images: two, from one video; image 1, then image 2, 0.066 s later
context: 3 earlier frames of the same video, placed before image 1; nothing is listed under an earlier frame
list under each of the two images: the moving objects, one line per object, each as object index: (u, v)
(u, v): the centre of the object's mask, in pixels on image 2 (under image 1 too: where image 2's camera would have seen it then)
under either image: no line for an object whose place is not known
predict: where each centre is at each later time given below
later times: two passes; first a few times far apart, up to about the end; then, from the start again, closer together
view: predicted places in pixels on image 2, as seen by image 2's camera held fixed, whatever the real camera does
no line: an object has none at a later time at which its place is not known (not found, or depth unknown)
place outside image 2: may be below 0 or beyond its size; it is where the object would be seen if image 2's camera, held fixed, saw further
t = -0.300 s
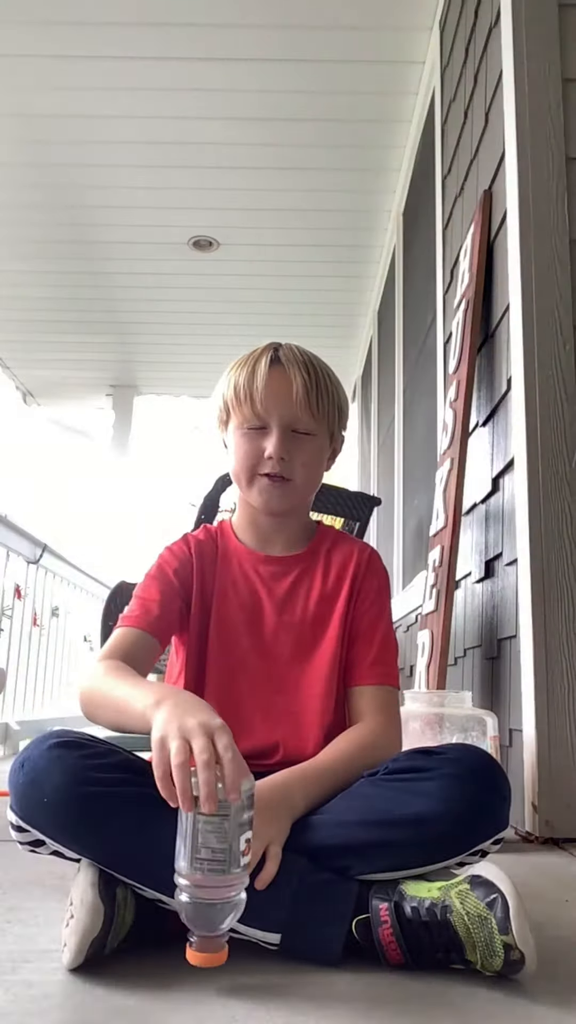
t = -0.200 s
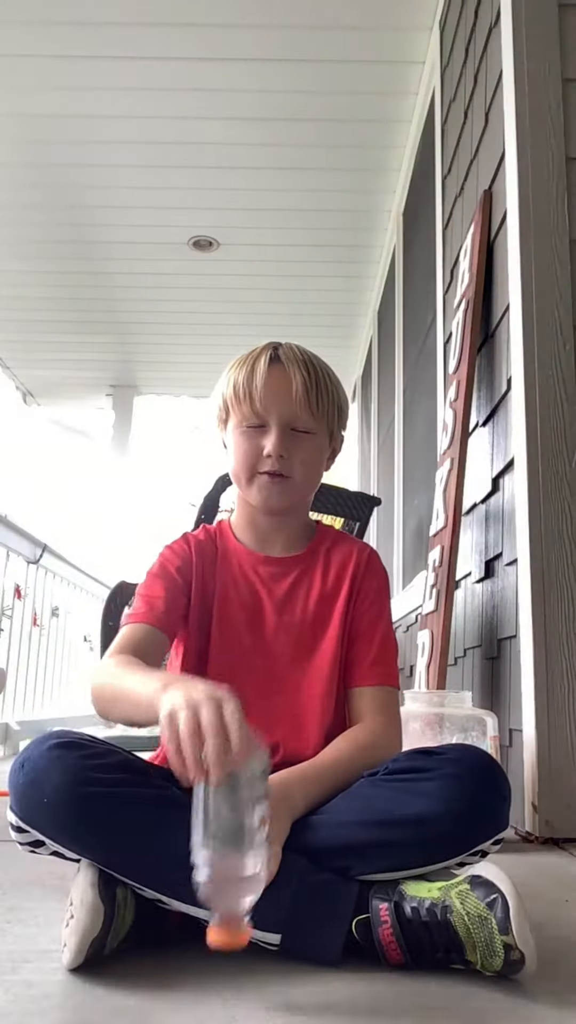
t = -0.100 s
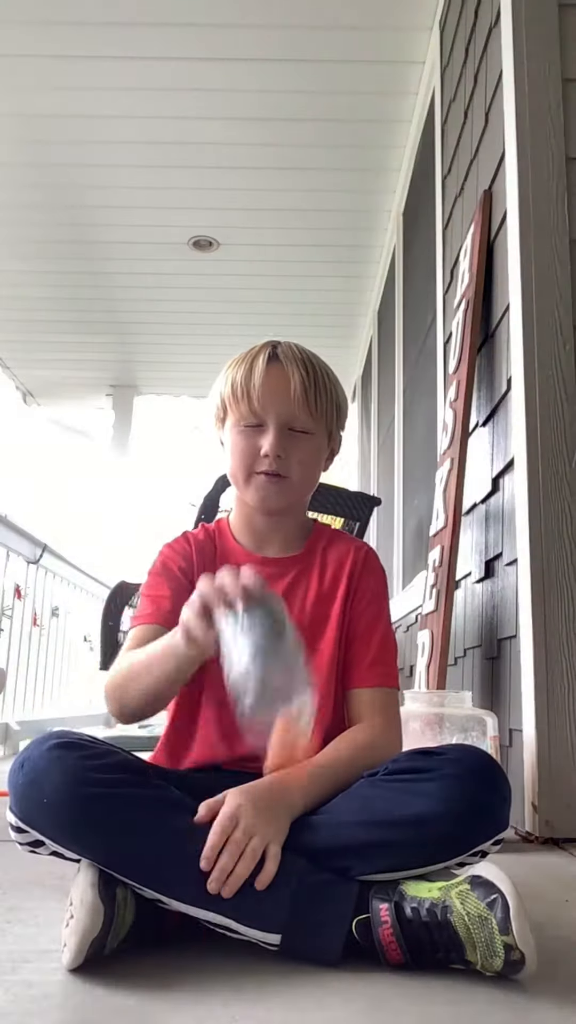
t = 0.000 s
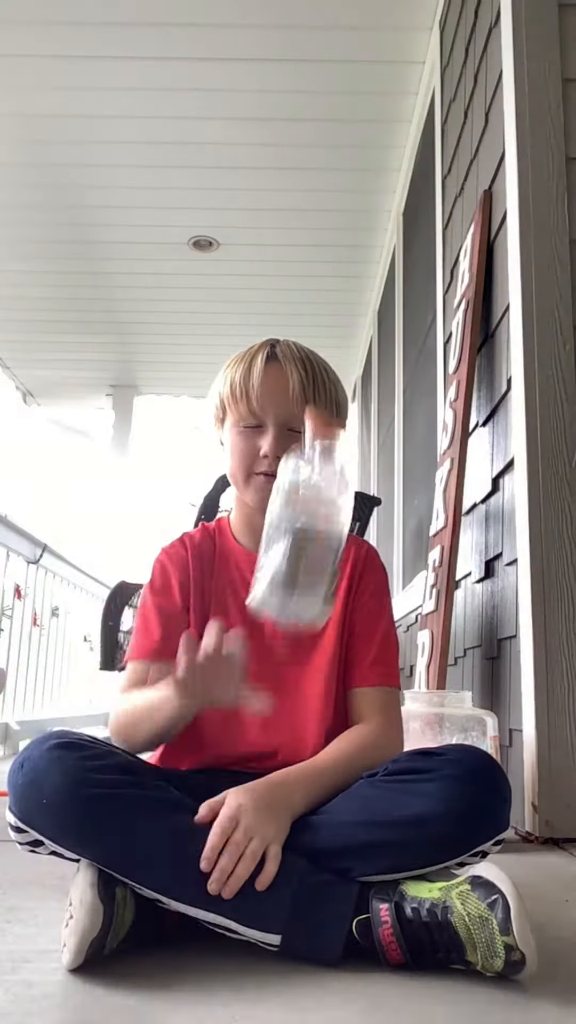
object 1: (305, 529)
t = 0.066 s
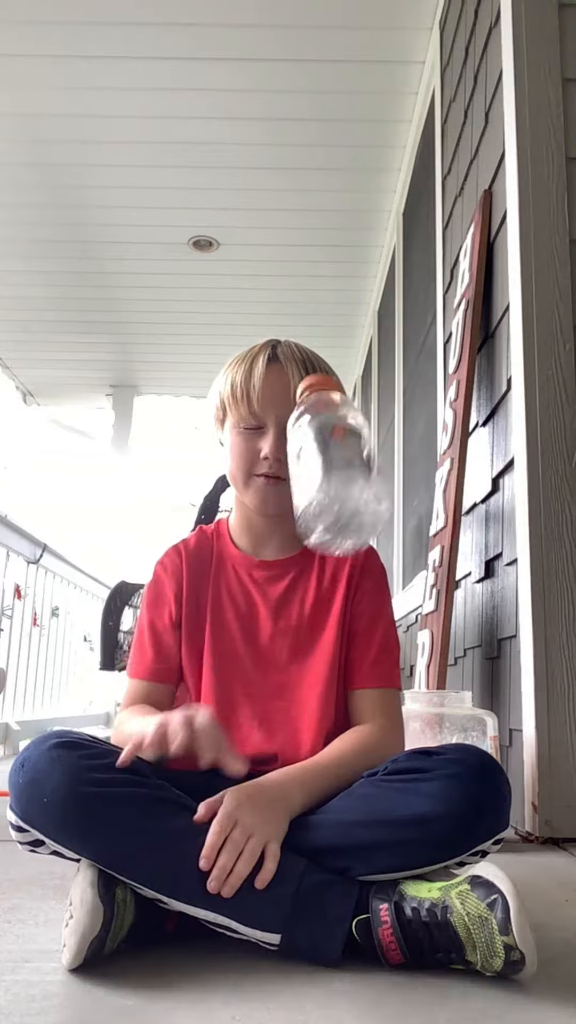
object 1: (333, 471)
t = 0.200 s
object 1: (387, 492)
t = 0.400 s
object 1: (470, 916)
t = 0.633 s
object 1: (504, 933)
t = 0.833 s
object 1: (520, 934)
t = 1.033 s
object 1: (485, 933)
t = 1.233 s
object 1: (471, 934)
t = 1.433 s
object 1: (484, 933)
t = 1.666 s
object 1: (513, 933)
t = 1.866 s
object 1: (498, 933)
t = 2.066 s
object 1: (489, 933)
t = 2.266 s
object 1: (505, 933)
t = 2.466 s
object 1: (497, 933)
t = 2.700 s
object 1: (504, 933)
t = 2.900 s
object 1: (501, 933)
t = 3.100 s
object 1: (501, 933)
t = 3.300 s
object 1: (502, 933)
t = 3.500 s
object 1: (502, 935)
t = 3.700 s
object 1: (502, 934)
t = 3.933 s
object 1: (503, 934)
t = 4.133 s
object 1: (502, 934)
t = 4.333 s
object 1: (502, 934)
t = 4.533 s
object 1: (502, 934)
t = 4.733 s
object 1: (502, 934)
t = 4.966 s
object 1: (502, 934)
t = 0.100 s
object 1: (351, 457)
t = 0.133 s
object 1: (368, 451)
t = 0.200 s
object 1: (387, 492)
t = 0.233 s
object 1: (394, 545)
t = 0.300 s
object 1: (421, 723)
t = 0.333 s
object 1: (440, 830)
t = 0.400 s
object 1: (470, 916)
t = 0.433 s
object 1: (471, 917)
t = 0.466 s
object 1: (475, 924)
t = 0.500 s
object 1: (479, 933)
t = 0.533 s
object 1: (484, 933)
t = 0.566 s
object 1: (488, 933)
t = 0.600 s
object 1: (495, 933)
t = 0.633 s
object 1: (504, 933)
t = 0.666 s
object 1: (511, 934)
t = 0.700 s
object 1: (514, 934)
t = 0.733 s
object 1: (517, 934)
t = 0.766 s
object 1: (519, 934)
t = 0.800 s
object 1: (520, 934)
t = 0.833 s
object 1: (520, 934)
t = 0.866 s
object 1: (518, 934)
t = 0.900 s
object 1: (512, 933)
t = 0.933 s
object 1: (504, 933)
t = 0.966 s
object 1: (496, 933)
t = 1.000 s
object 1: (490, 933)
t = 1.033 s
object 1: (485, 933)
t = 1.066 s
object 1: (481, 933)
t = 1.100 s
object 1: (478, 933)
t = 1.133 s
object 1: (474, 933)
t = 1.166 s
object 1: (472, 933)
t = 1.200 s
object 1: (470, 934)
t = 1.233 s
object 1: (471, 934)
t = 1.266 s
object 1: (472, 934)
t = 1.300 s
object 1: (474, 933)
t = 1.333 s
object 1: (475, 933)
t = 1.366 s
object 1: (477, 933)
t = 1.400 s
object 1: (479, 933)
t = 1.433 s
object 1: (484, 933)
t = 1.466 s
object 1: (489, 933)
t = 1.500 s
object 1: (495, 933)
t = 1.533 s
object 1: (501, 933)
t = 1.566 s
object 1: (505, 933)
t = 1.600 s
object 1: (509, 933)
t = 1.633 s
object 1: (511, 933)
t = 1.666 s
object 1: (513, 933)
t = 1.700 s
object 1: (515, 934)
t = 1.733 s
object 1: (515, 934)
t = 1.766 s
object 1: (512, 933)
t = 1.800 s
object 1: (508, 933)
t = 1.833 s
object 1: (503, 933)
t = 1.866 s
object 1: (498, 933)
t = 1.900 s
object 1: (495, 933)
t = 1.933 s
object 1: (494, 933)
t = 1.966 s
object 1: (493, 933)
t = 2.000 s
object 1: (491, 933)
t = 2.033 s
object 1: (489, 933)
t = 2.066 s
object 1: (489, 933)
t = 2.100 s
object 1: (490, 933)
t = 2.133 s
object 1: (494, 933)
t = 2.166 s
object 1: (496, 933)
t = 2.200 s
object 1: (500, 933)
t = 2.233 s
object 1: (503, 933)
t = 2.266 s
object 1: (505, 933)
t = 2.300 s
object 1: (505, 933)
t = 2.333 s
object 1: (505, 933)
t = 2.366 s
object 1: (503, 933)
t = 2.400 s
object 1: (500, 933)
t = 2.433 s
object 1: (498, 933)
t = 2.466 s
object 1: (497, 933)
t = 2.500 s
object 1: (496, 933)
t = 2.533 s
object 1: (495, 933)
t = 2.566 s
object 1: (496, 933)
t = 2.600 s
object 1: (499, 933)
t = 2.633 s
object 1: (503, 933)
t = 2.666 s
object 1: (505, 933)
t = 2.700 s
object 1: (504, 933)
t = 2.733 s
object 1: (503, 933)
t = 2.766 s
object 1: (502, 934)
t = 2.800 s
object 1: (503, 934)
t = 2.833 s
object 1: (503, 933)
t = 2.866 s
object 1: (502, 933)
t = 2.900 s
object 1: (501, 933)
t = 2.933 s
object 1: (502, 934)
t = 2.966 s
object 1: (504, 933)
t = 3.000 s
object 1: (504, 934)
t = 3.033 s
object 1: (502, 933)
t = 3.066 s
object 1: (500, 933)
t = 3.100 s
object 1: (501, 933)
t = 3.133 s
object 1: (500, 933)
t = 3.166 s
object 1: (500, 934)
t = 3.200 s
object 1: (501, 934)
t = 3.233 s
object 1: (502, 934)
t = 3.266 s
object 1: (502, 933)
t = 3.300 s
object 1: (502, 933)
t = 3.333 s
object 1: (503, 933)
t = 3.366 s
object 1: (502, 933)
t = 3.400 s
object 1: (502, 934)
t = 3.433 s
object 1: (502, 934)
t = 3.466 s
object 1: (502, 935)
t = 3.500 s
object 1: (502, 935)
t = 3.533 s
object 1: (502, 934)
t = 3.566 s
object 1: (502, 934)
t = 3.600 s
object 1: (502, 934)
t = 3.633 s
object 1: (502, 934)
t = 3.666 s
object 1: (502, 934)
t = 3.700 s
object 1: (502, 934)
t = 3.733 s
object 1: (502, 934)
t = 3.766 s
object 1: (502, 934)
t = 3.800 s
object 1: (502, 934)
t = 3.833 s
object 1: (502, 934)
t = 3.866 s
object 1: (502, 935)
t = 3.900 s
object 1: (502, 934)
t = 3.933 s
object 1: (503, 934)
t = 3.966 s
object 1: (502, 934)
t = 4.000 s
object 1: (502, 934)
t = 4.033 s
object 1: (502, 934)
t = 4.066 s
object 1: (502, 934)
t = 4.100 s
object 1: (502, 934)
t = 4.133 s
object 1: (502, 934)
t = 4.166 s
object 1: (502, 934)
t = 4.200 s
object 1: (502, 934)
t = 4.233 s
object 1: (502, 934)
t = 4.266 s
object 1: (502, 934)
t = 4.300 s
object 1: (502, 934)
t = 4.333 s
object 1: (502, 934)
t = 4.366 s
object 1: (502, 934)
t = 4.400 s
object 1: (502, 934)
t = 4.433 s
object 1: (502, 934)
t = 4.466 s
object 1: (502, 934)
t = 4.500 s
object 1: (502, 934)
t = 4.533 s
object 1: (502, 934)
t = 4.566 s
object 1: (502, 934)
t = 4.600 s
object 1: (502, 934)
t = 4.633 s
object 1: (502, 934)
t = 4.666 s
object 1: (502, 934)
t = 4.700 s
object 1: (502, 934)
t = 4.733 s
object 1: (502, 934)
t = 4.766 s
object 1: (502, 934)
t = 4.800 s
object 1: (502, 934)
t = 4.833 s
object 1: (502, 934)
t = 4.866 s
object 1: (502, 934)
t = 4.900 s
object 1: (502, 934)
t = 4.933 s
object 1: (502, 934)
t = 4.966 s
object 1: (502, 934)
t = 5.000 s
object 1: (502, 934)
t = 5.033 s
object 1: (502, 934)
